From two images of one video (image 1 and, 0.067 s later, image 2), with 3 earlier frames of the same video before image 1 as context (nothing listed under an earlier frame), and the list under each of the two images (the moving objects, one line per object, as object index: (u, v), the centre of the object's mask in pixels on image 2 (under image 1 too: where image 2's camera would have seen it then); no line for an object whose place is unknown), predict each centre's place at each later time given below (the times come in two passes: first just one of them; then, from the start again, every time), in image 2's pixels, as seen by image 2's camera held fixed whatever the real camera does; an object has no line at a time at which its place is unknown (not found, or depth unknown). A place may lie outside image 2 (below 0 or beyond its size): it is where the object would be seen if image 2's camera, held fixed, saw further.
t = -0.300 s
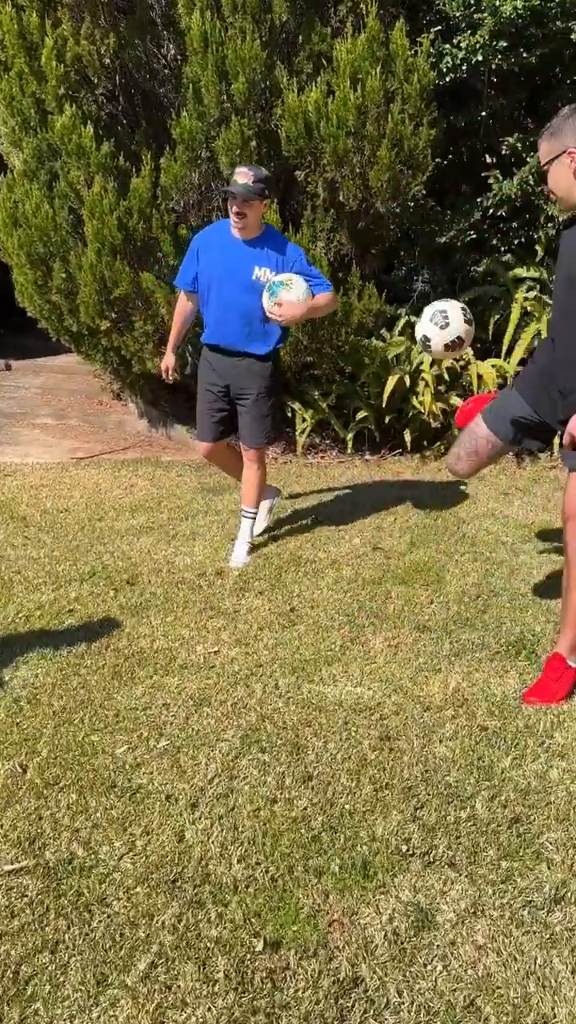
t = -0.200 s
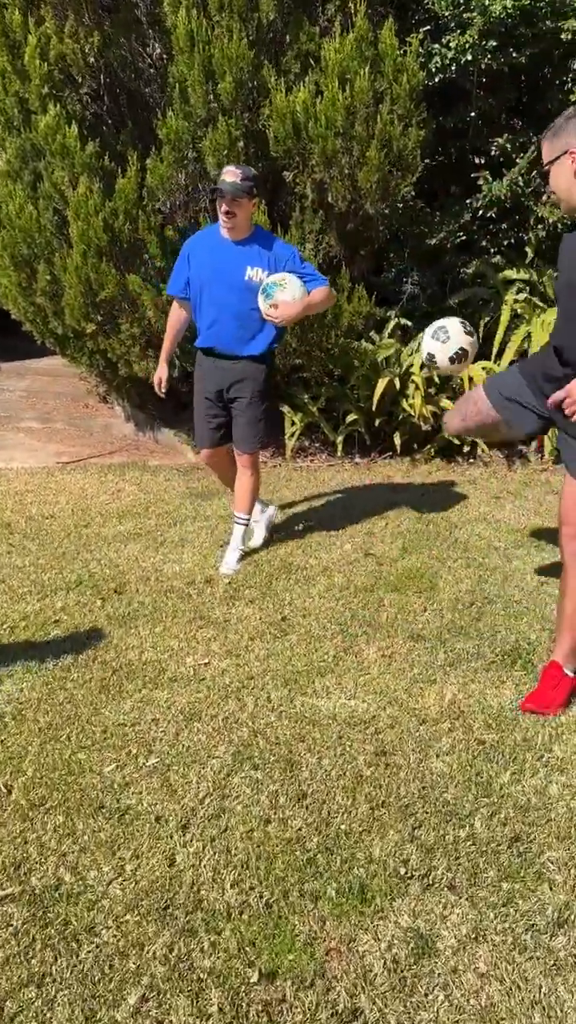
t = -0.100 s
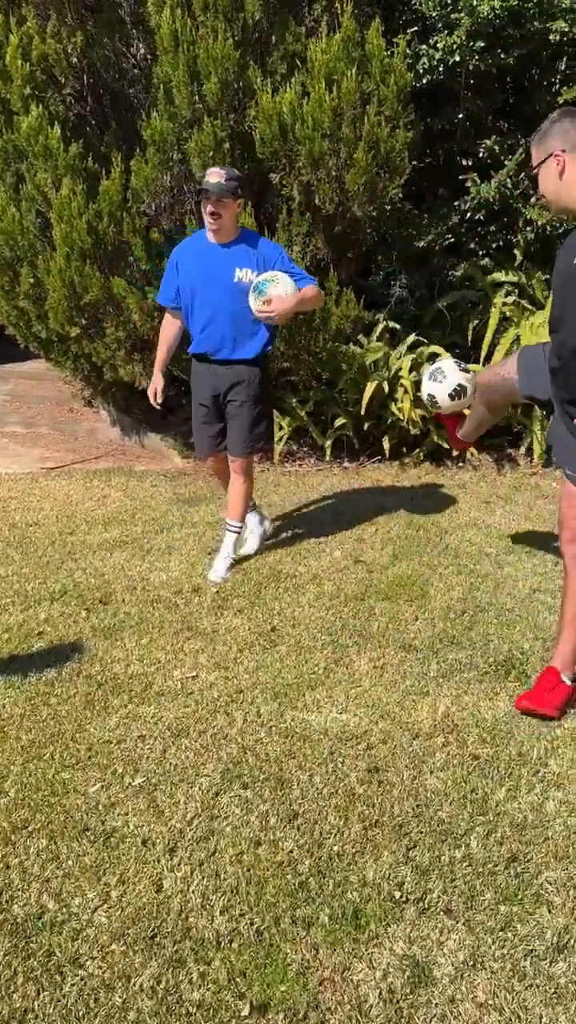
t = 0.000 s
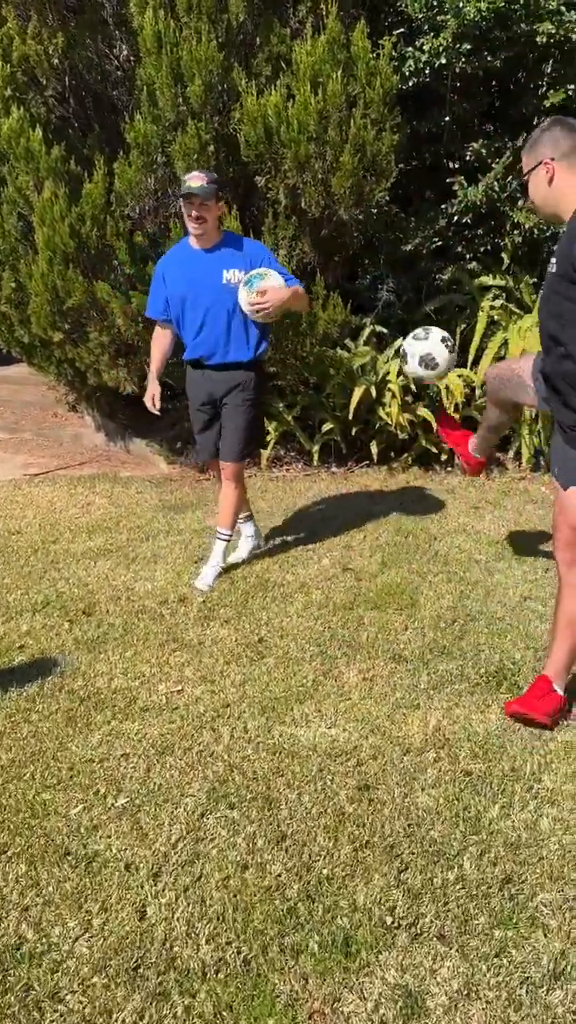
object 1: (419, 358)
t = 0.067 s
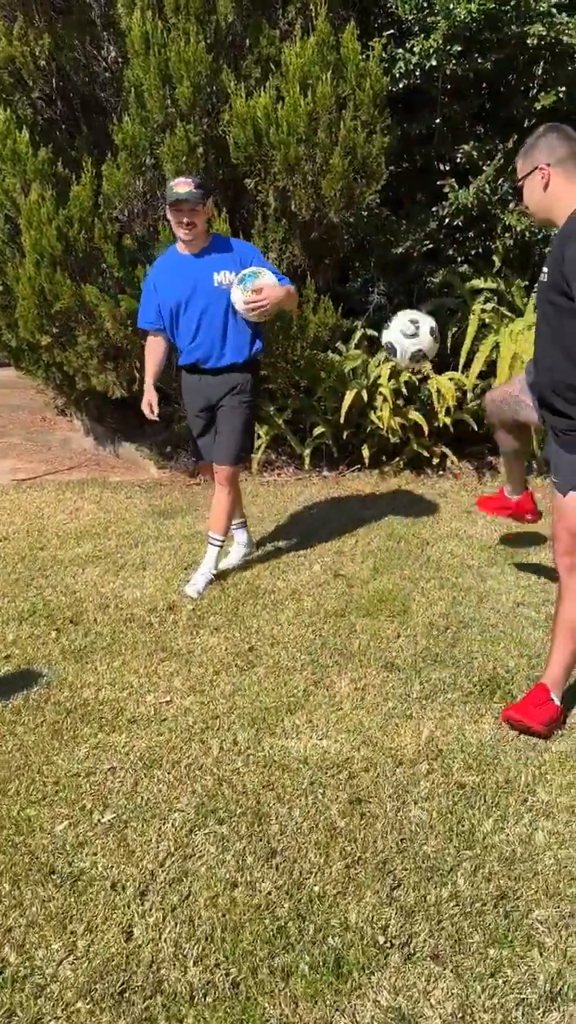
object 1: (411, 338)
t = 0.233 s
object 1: (386, 334)
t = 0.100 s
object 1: (406, 332)
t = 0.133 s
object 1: (401, 328)
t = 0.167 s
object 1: (396, 328)
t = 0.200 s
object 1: (391, 330)
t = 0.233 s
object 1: (386, 334)
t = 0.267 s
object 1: (381, 343)
